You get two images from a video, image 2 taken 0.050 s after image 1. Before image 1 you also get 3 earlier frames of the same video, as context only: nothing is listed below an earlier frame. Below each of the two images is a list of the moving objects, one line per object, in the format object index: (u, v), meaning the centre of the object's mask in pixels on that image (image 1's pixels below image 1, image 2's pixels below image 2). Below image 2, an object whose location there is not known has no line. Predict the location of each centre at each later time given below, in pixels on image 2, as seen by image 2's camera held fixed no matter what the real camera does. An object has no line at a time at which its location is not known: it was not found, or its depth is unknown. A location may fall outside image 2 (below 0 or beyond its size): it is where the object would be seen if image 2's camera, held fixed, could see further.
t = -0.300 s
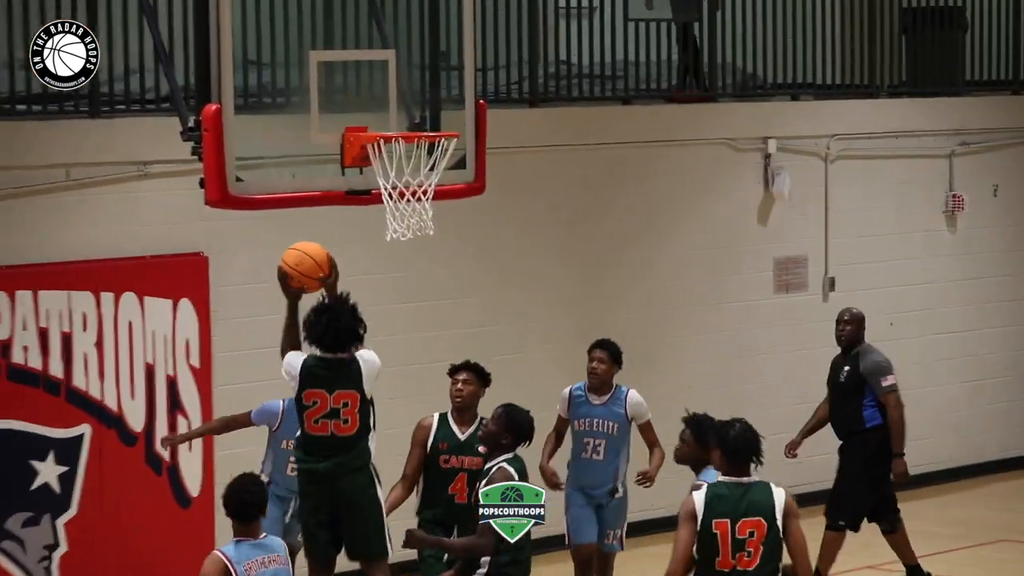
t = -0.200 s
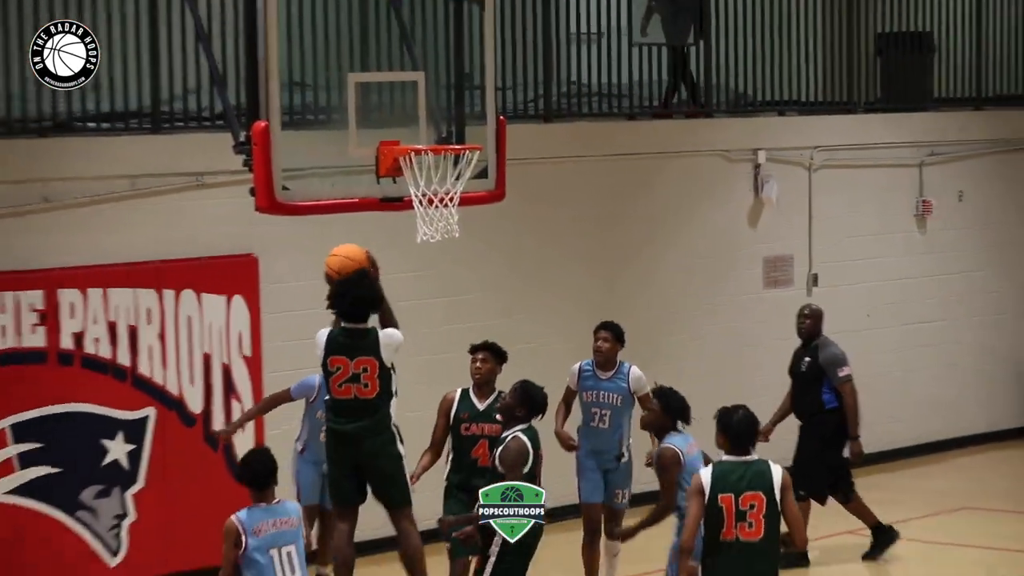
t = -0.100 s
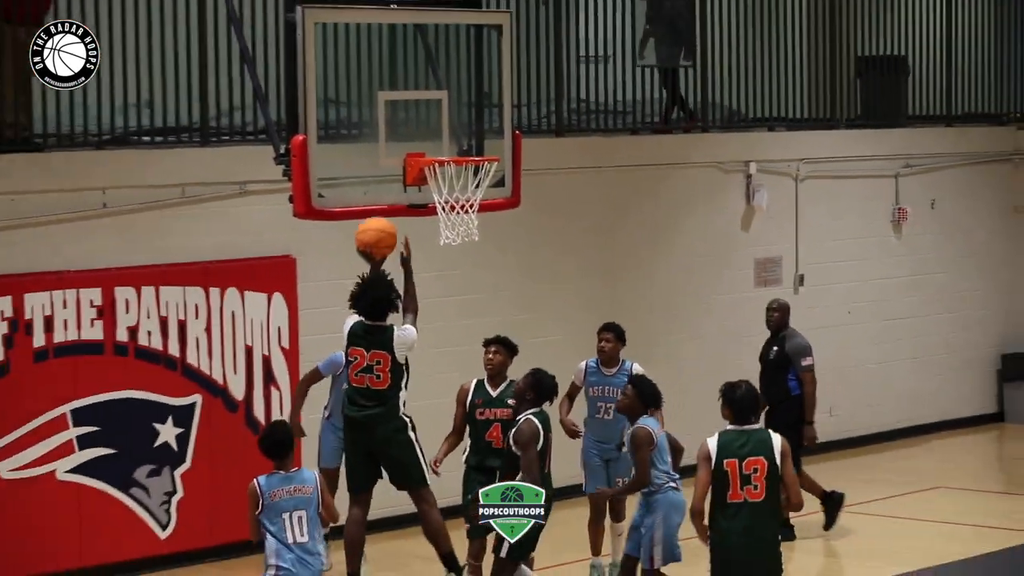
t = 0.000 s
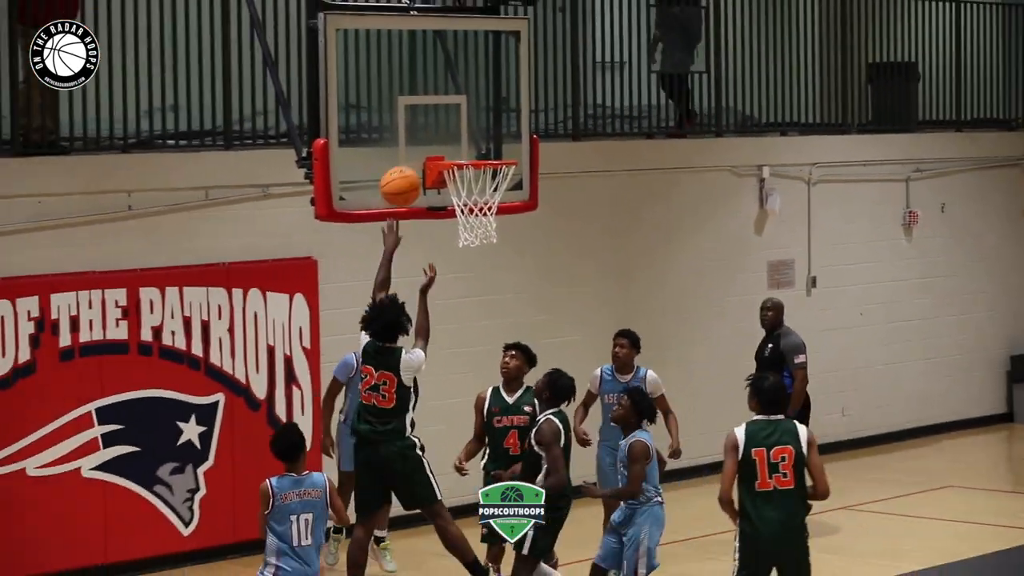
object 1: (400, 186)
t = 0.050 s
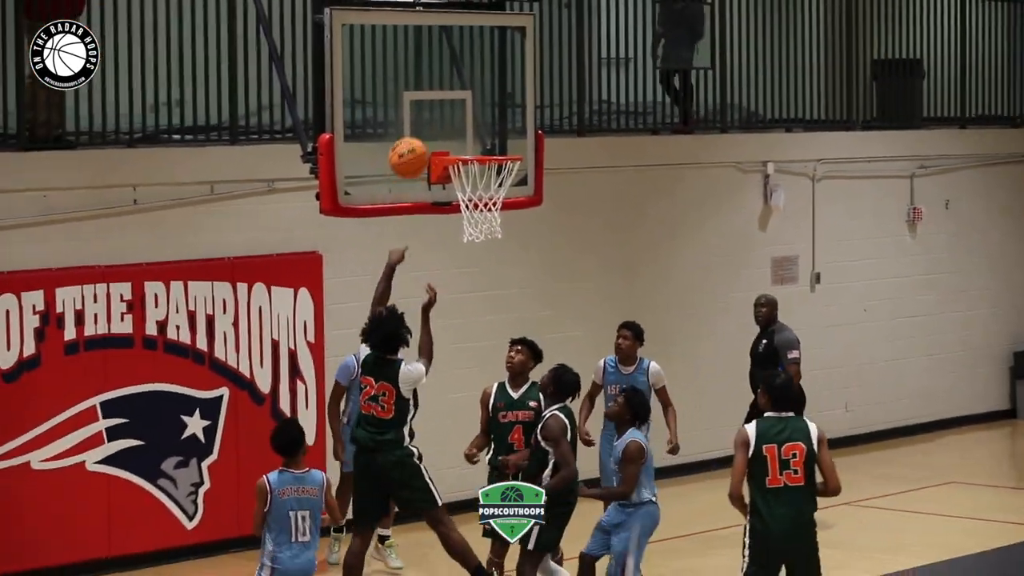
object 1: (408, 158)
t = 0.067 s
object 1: (409, 151)
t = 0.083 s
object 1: (411, 144)
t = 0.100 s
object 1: (411, 138)
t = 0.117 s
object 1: (412, 132)
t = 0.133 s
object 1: (414, 128)
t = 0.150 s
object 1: (415, 124)
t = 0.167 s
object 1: (416, 119)
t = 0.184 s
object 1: (417, 116)
